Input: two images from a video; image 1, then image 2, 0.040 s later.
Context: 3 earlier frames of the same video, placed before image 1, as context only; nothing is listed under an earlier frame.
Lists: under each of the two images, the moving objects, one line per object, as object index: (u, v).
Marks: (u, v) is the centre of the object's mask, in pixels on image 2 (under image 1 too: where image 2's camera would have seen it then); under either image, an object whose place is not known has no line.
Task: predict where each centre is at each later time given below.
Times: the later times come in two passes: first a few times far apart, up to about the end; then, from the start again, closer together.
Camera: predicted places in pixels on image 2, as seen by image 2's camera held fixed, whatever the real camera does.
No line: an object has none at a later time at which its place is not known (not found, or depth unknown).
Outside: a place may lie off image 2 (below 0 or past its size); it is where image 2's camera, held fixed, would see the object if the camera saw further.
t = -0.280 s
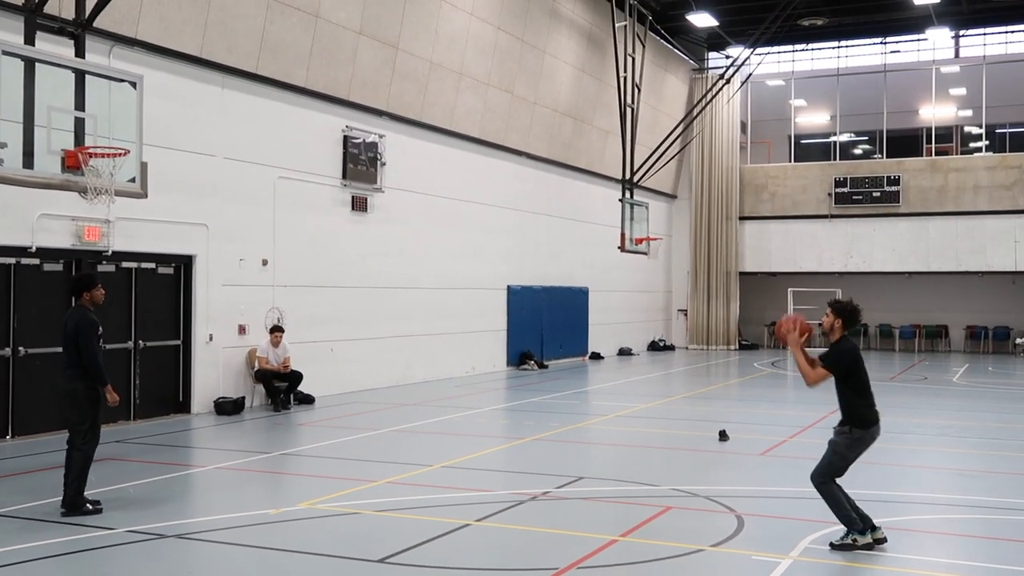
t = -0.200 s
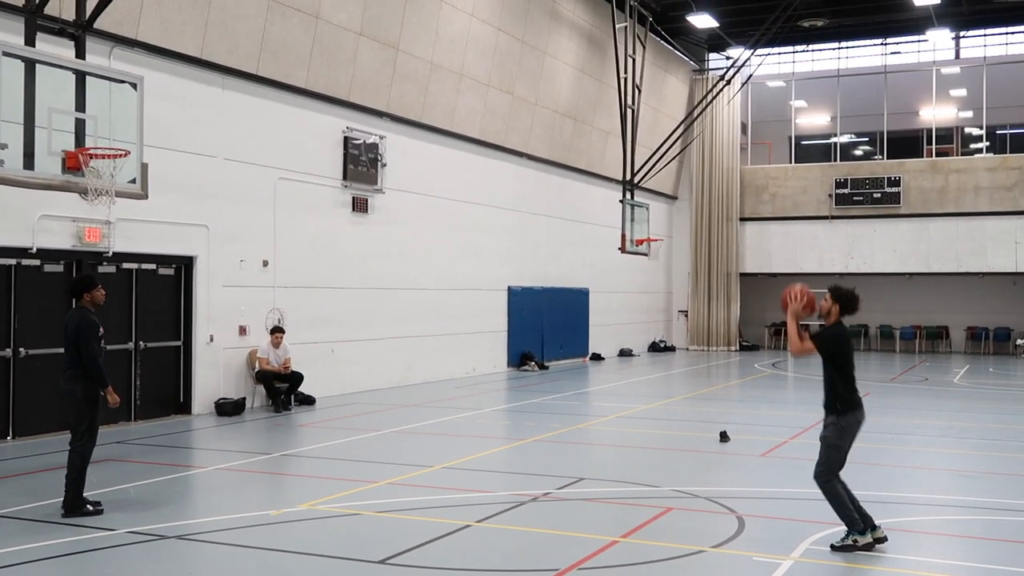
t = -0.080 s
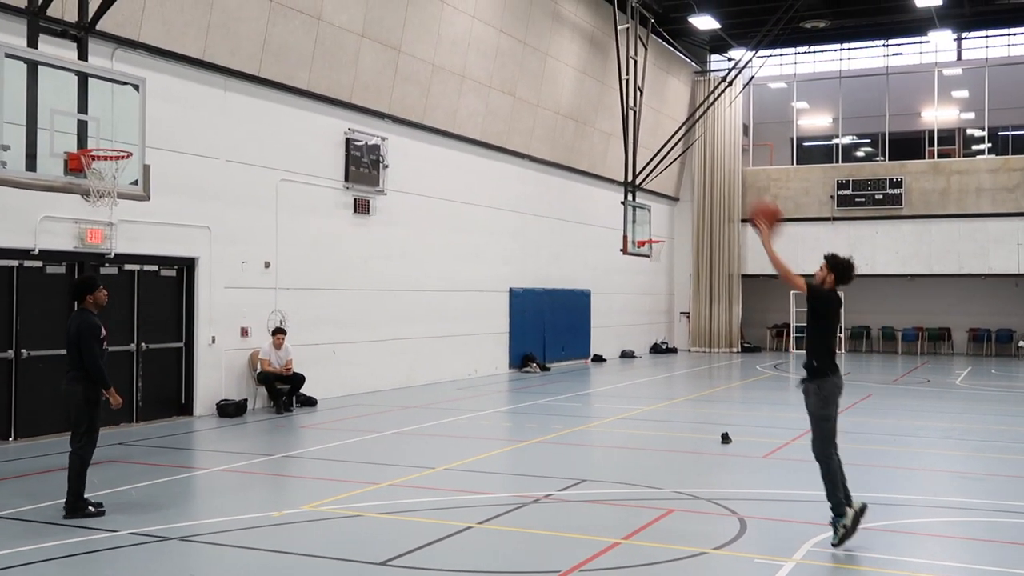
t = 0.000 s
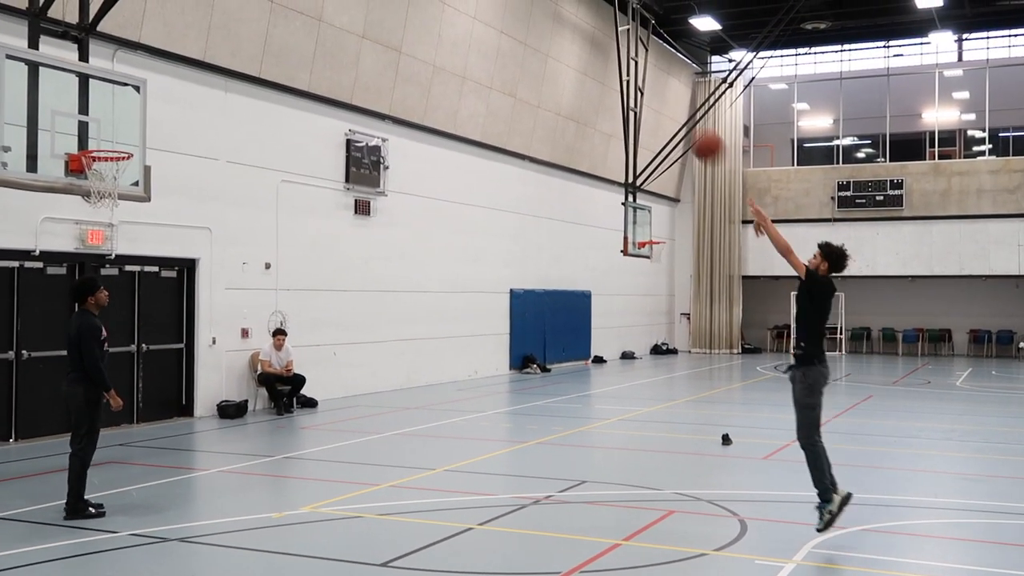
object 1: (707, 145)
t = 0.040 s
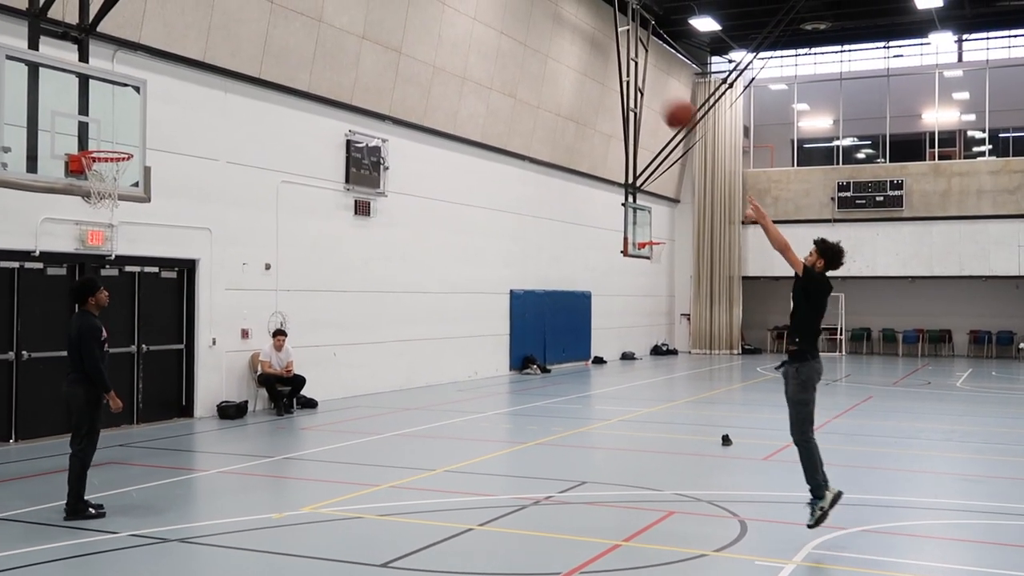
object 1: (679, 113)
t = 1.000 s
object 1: (160, 12)
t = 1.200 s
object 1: (79, 115)
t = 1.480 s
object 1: (140, 141)
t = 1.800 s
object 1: (192, 193)
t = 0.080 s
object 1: (653, 84)
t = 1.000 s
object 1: (160, 12)
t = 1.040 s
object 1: (143, 30)
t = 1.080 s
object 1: (127, 50)
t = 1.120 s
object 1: (110, 70)
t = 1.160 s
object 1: (93, 93)
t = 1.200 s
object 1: (79, 115)
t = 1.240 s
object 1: (79, 134)
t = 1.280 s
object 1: (92, 143)
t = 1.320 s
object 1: (110, 145)
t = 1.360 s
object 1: (119, 143)
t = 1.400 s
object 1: (126, 141)
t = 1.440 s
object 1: (133, 141)
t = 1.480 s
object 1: (140, 141)
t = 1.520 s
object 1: (147, 142)
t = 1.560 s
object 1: (154, 145)
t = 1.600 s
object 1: (161, 149)
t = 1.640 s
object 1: (167, 155)
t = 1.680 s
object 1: (174, 163)
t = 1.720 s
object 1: (180, 171)
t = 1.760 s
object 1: (186, 181)
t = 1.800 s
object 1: (192, 193)
